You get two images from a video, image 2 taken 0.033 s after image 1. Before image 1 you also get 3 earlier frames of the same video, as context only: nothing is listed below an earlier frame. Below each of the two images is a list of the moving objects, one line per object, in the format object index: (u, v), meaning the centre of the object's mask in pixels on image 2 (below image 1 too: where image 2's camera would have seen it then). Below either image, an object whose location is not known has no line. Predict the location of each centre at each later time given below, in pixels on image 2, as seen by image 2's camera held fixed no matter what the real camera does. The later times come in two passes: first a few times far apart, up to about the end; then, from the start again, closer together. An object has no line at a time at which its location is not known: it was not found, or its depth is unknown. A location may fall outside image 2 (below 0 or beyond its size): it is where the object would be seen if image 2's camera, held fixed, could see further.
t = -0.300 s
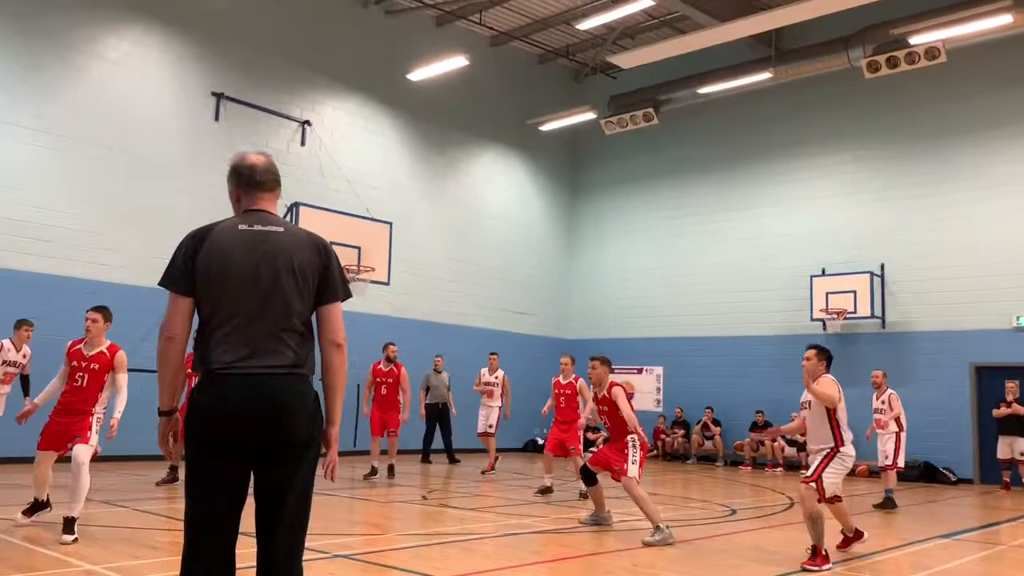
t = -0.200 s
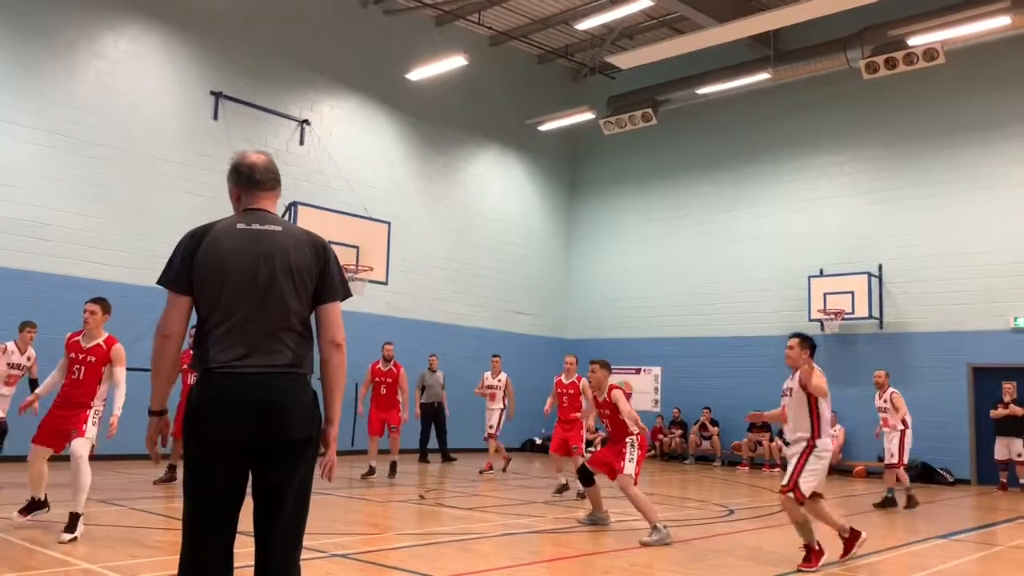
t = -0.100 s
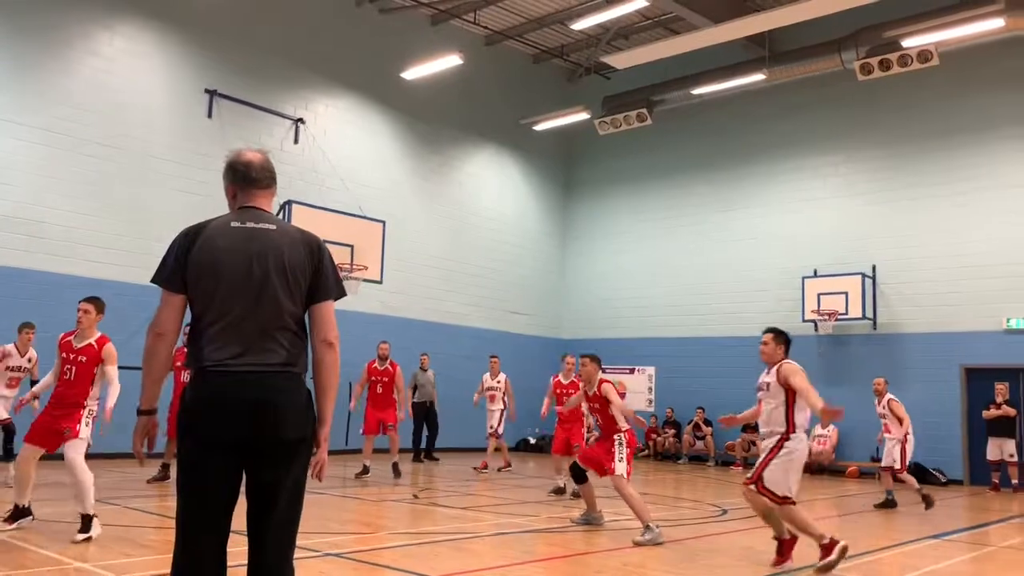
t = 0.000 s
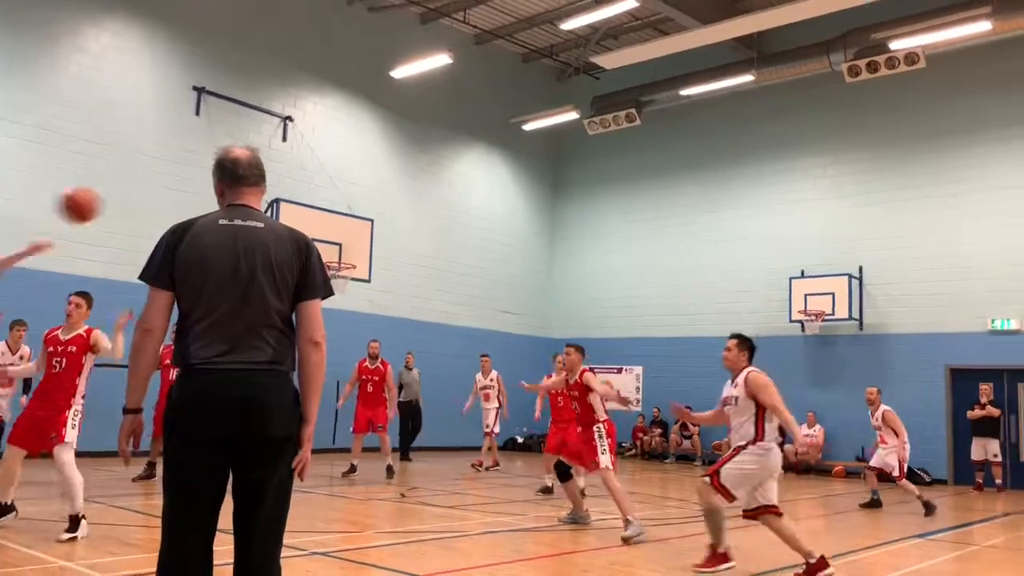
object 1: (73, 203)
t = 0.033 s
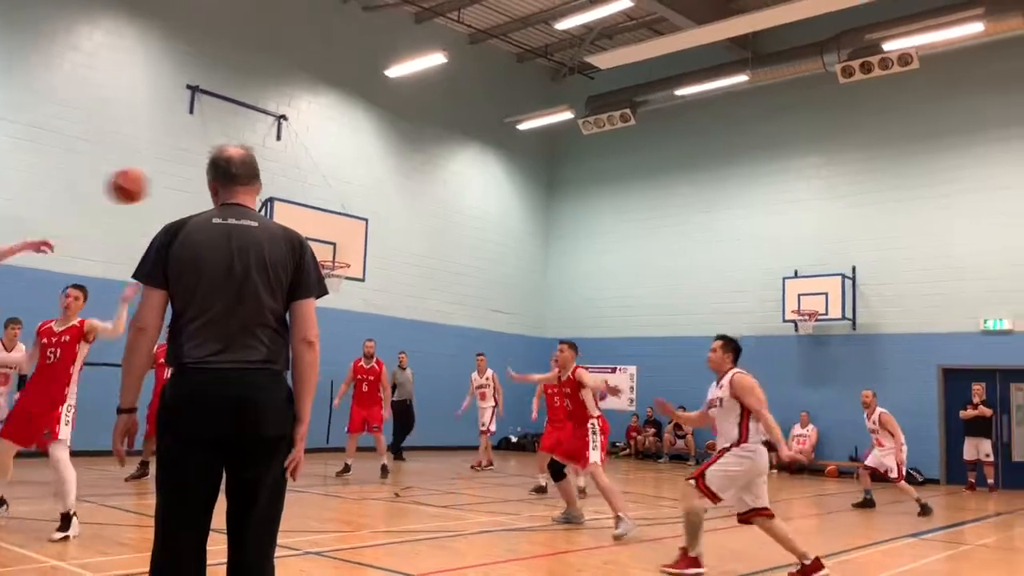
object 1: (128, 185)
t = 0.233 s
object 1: (405, 125)
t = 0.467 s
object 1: (645, 123)
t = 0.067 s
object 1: (180, 171)
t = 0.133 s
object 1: (276, 148)
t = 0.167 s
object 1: (321, 139)
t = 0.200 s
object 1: (364, 132)
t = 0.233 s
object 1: (405, 125)
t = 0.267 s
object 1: (444, 122)
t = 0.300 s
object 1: (480, 118)
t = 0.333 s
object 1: (515, 117)
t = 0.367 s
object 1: (549, 117)
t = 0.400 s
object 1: (583, 119)
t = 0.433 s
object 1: (613, 120)
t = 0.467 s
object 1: (645, 123)
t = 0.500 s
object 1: (675, 127)
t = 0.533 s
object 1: (701, 132)
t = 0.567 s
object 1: (727, 139)
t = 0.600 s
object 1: (755, 146)
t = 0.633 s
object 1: (782, 155)
